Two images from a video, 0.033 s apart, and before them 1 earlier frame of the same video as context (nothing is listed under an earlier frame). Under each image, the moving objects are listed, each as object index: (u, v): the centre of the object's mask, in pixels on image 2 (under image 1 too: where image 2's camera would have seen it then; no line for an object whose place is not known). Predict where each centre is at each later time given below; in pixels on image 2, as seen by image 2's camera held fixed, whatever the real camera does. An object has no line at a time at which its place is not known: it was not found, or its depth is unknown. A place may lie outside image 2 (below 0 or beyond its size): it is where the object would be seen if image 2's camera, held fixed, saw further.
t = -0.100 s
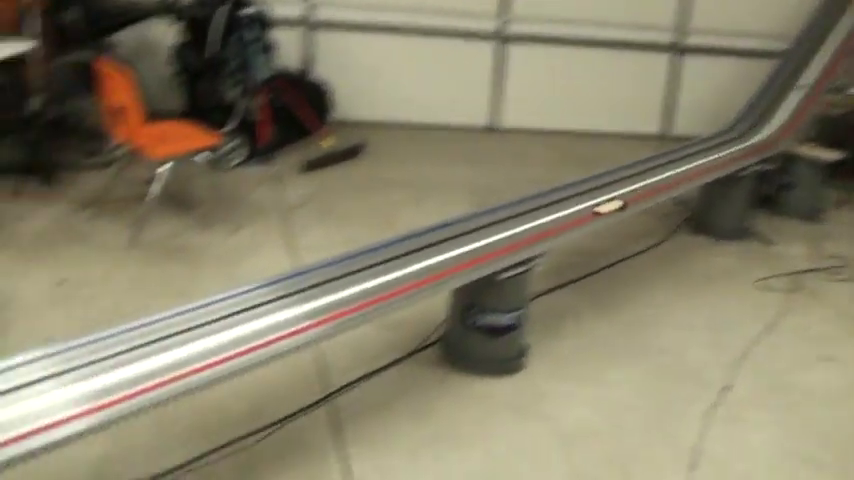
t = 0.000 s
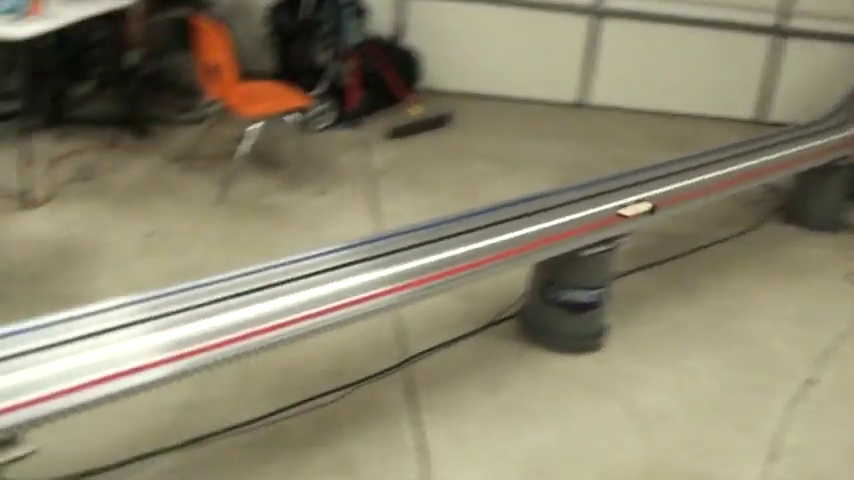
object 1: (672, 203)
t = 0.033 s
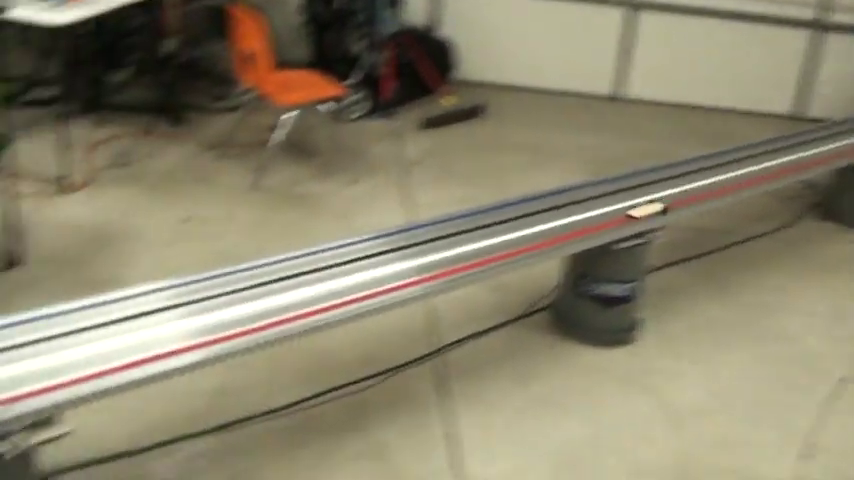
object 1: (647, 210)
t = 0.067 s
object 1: (621, 218)
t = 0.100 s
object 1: (594, 226)
